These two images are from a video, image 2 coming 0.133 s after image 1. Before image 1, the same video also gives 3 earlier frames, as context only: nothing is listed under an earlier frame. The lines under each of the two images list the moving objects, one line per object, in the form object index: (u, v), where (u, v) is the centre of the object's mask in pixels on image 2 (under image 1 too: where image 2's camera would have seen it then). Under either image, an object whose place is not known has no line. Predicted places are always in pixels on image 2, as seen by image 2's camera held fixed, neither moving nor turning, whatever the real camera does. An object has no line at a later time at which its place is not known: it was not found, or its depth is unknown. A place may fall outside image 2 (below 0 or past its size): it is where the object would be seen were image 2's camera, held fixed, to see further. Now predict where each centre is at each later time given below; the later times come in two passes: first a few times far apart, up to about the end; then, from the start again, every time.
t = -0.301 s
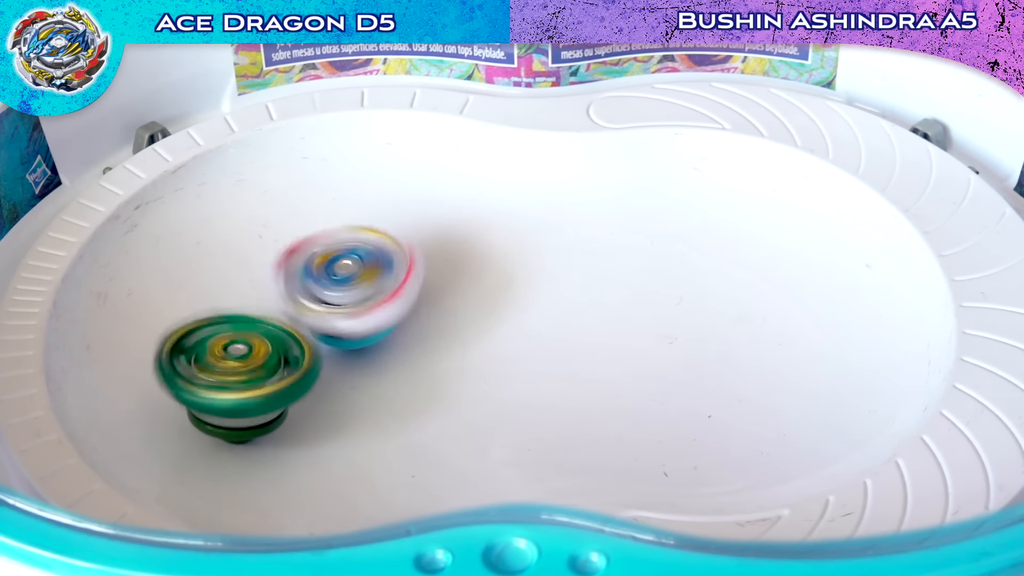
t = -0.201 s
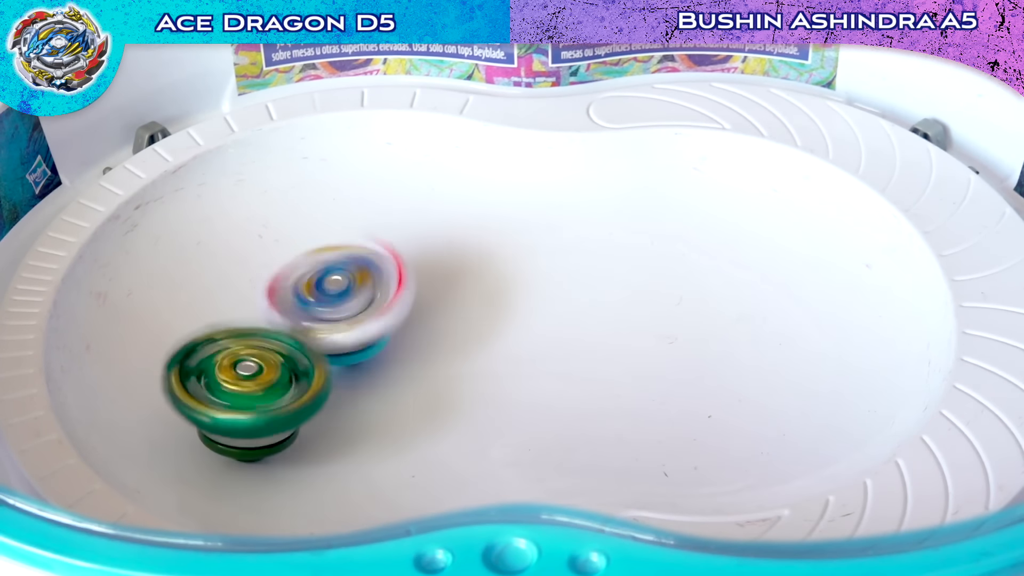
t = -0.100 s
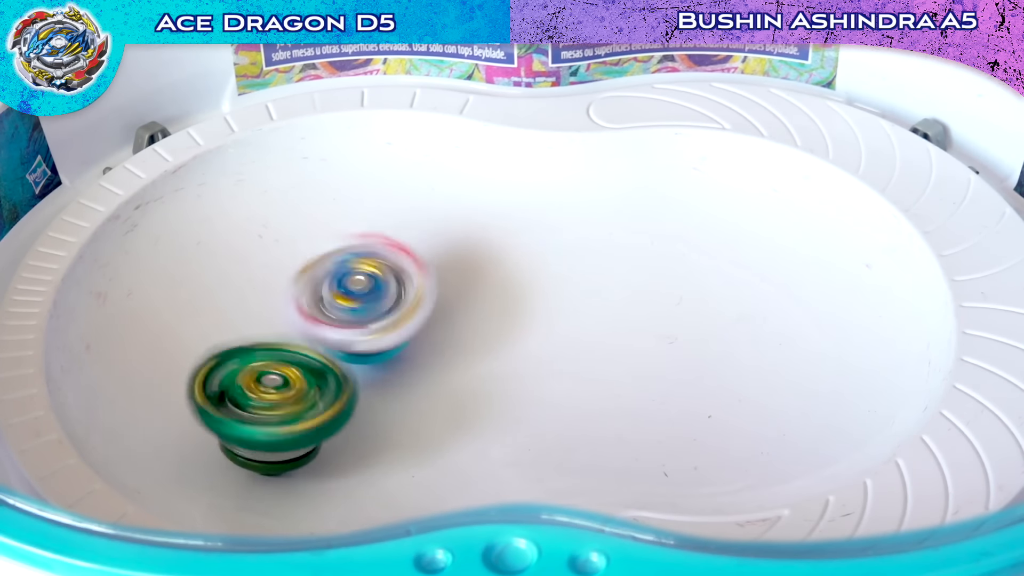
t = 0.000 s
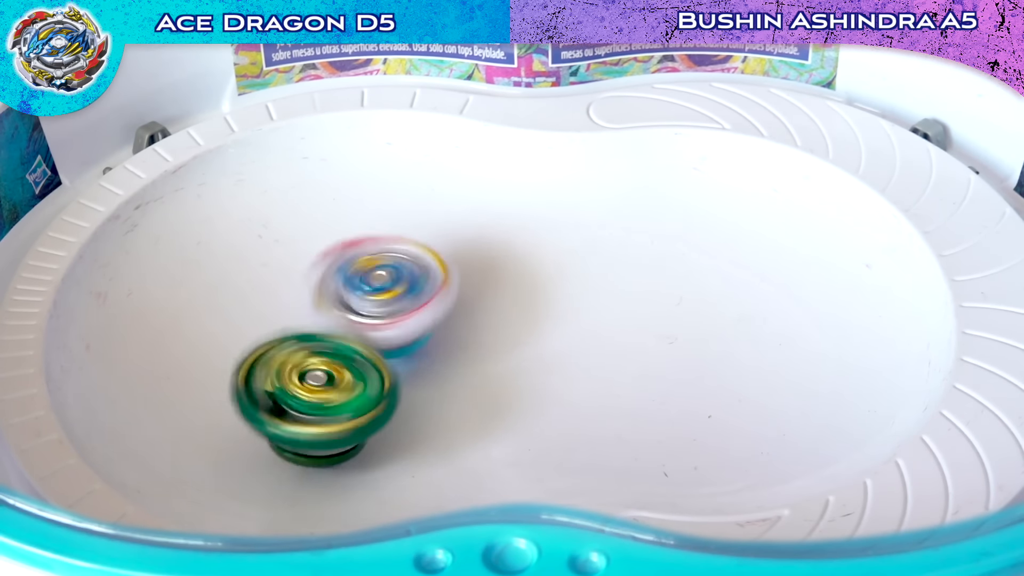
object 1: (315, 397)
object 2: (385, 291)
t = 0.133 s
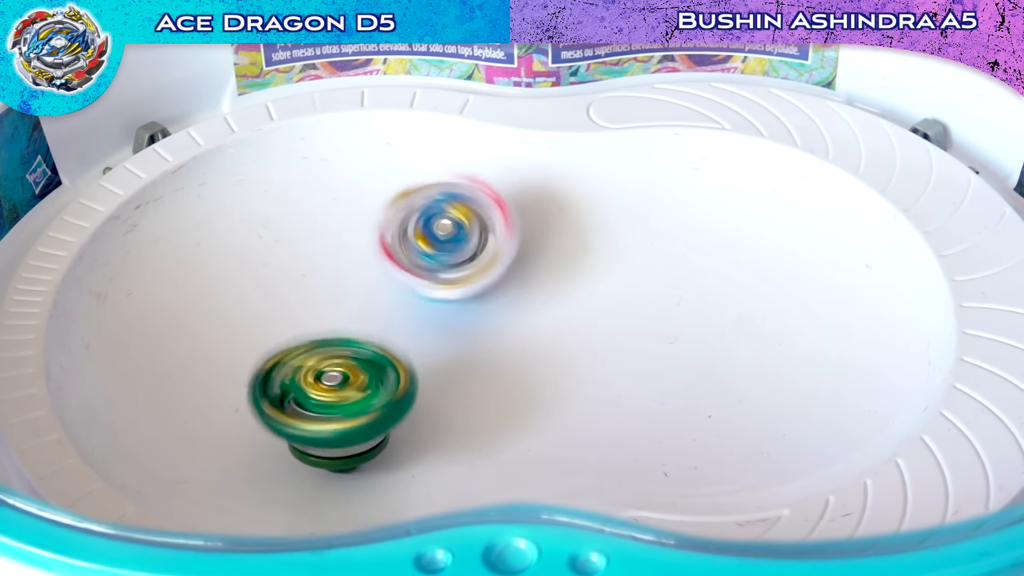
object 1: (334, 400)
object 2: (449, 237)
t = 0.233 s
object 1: (354, 382)
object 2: (464, 211)
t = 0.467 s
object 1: (309, 335)
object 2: (488, 233)
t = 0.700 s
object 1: (238, 341)
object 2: (573, 347)
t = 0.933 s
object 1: (311, 322)
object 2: (733, 414)
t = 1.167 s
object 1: (419, 266)
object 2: (783, 326)
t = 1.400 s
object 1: (463, 277)
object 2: (651, 210)
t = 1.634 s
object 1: (525, 343)
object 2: (480, 210)
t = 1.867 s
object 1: (611, 378)
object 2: (305, 316)
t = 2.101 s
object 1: (673, 351)
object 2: (220, 405)
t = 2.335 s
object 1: (677, 280)
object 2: (355, 390)
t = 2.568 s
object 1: (653, 236)
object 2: (479, 266)
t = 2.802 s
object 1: (656, 263)
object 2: (447, 207)
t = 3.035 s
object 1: (694, 330)
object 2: (342, 263)
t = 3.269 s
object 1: (716, 369)
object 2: (243, 365)
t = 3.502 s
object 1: (706, 342)
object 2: (310, 410)
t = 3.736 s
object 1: (660, 274)
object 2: (445, 332)
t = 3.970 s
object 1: (641, 227)
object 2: (463, 239)
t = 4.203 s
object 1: (720, 273)
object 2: (381, 238)
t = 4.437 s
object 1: (755, 343)
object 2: (270, 315)
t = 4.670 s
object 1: (693, 374)
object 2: (275, 384)
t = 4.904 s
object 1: (596, 317)
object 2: (397, 366)
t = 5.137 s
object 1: (551, 205)
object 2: (421, 315)
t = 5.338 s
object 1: (532, 191)
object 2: (396, 266)
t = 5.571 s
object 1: (613, 308)
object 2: (285, 253)
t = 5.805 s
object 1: (688, 426)
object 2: (279, 298)
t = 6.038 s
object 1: (730, 404)
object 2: (369, 359)
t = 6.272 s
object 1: (726, 268)
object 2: (470, 367)
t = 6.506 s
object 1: (719, 162)
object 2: (538, 316)
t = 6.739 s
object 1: (694, 247)
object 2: (528, 287)
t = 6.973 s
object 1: (645, 368)
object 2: (416, 284)
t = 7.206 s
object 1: (541, 373)
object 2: (301, 265)
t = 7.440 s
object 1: (476, 248)
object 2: (282, 279)
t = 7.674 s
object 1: (418, 158)
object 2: (358, 332)
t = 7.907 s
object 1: (322, 237)
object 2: (432, 368)
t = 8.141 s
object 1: (200, 336)
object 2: (473, 341)
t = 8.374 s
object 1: (218, 386)
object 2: (502, 279)
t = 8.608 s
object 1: (393, 385)
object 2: (493, 271)
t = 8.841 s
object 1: (448, 412)
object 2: (547, 283)
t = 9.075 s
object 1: (377, 353)
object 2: (544, 341)
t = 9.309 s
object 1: (363, 226)
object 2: (458, 351)
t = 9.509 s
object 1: (362, 214)
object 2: (323, 322)
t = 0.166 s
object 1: (342, 397)
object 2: (454, 225)
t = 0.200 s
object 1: (351, 391)
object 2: (461, 217)
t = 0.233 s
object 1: (354, 382)
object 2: (464, 211)
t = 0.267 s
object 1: (358, 372)
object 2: (468, 209)
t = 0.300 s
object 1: (362, 363)
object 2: (468, 208)
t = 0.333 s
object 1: (366, 353)
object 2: (468, 211)
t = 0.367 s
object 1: (365, 339)
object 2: (465, 218)
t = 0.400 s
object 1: (363, 327)
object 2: (460, 229)
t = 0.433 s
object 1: (334, 333)
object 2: (477, 227)
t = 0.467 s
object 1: (309, 335)
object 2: (488, 233)
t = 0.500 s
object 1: (285, 337)
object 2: (496, 247)
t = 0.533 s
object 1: (270, 337)
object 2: (502, 261)
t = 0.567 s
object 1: (260, 339)
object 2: (515, 278)
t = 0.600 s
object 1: (248, 339)
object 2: (527, 295)
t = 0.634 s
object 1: (240, 339)
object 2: (542, 311)
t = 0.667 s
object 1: (239, 340)
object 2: (558, 329)
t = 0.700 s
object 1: (238, 341)
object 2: (573, 347)
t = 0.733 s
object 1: (239, 340)
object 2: (594, 361)
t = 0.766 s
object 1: (247, 341)
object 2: (613, 376)
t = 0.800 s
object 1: (257, 340)
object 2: (635, 388)
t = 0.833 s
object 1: (267, 336)
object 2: (658, 400)
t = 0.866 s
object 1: (280, 334)
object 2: (682, 408)
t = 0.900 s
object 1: (297, 330)
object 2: (709, 413)
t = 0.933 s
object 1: (311, 322)
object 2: (733, 414)
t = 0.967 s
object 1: (327, 316)
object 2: (757, 408)
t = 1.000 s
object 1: (348, 311)
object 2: (773, 401)
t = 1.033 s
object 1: (364, 301)
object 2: (785, 391)
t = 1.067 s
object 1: (379, 292)
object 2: (792, 376)
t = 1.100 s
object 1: (397, 283)
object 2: (795, 359)
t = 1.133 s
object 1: (411, 273)
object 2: (791, 343)
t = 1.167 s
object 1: (419, 266)
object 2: (783, 326)
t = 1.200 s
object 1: (431, 262)
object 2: (772, 308)
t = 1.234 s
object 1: (439, 258)
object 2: (755, 290)
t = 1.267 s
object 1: (441, 257)
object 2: (736, 271)
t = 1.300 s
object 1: (448, 260)
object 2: (715, 254)
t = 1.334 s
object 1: (455, 262)
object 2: (695, 238)
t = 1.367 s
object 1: (456, 268)
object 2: (671, 224)
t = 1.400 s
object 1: (463, 277)
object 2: (651, 210)
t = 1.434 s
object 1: (471, 284)
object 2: (627, 200)
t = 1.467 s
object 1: (476, 293)
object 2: (602, 193)
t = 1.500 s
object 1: (485, 304)
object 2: (579, 191)
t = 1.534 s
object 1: (498, 313)
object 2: (551, 190)
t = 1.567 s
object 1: (505, 323)
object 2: (528, 194)
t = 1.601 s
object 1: (513, 334)
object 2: (503, 201)
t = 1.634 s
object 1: (525, 343)
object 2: (480, 210)
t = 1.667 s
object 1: (534, 352)
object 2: (456, 221)
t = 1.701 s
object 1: (545, 359)
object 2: (432, 234)
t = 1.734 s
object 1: (560, 366)
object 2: (404, 250)
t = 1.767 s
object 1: (571, 371)
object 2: (378, 265)
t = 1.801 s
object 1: (583, 375)
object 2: (354, 282)
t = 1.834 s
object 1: (600, 377)
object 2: (328, 298)
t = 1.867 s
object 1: (611, 378)
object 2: (305, 316)
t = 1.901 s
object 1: (624, 378)
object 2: (282, 333)
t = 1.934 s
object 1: (637, 377)
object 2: (263, 347)
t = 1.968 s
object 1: (643, 374)
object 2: (246, 361)
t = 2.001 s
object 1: (653, 371)
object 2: (234, 373)
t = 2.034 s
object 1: (662, 365)
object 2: (223, 385)
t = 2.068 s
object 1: (666, 357)
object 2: (219, 395)
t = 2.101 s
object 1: (673, 351)
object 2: (220, 405)
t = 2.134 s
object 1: (677, 341)
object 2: (230, 413)
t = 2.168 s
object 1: (677, 331)
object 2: (245, 419)
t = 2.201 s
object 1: (681, 323)
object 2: (264, 420)
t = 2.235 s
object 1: (680, 311)
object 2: (287, 417)
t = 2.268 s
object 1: (679, 301)
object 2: (309, 410)
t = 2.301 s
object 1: (681, 292)
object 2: (334, 401)
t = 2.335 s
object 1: (677, 280)
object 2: (355, 390)
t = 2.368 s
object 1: (675, 271)
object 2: (378, 373)
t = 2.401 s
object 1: (674, 263)
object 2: (400, 357)
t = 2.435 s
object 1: (668, 253)
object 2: (422, 339)
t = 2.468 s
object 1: (666, 248)
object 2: (440, 321)
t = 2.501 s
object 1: (662, 242)
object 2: (454, 301)
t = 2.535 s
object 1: (655, 237)
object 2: (470, 284)
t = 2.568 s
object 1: (653, 236)
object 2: (479, 266)
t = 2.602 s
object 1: (647, 234)
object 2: (484, 248)
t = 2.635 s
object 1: (643, 236)
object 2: (483, 235)
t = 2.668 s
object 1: (647, 239)
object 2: (477, 227)
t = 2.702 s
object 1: (647, 242)
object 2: (471, 218)
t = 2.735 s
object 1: (650, 249)
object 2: (465, 211)
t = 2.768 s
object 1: (655, 255)
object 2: (455, 208)
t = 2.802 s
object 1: (656, 263)
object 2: (447, 207)
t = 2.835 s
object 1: (664, 273)
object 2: (434, 209)
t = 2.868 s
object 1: (667, 281)
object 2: (422, 212)
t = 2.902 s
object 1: (671, 292)
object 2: (409, 220)
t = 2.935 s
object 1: (679, 302)
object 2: (395, 228)
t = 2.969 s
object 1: (682, 311)
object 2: (381, 236)
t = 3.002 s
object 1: (689, 322)
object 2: (359, 249)
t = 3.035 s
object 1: (694, 330)
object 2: (342, 263)
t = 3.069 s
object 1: (696, 339)
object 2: (321, 278)
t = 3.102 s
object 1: (703, 347)
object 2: (302, 294)
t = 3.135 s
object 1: (705, 353)
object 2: (286, 309)
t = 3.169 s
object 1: (708, 359)
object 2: (272, 324)
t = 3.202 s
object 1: (713, 365)
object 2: (262, 338)
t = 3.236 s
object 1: (712, 367)
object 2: (251, 351)
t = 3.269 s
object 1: (716, 369)
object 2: (243, 365)
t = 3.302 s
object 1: (717, 368)
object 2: (240, 377)
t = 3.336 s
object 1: (720, 367)
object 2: (242, 388)
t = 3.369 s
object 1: (721, 365)
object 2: (250, 398)
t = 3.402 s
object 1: (717, 360)
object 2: (262, 404)
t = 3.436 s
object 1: (715, 357)
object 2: (276, 407)
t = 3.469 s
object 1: (711, 349)
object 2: (292, 410)
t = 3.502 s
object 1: (706, 342)
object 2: (310, 410)
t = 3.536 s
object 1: (703, 335)
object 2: (334, 406)
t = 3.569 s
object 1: (695, 324)
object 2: (354, 398)
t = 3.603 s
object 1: (691, 317)
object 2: (376, 385)
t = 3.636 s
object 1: (682, 305)
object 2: (393, 372)
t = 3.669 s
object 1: (676, 295)
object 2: (411, 358)
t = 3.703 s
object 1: (669, 285)
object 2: (430, 346)
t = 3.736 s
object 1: (660, 274)
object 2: (445, 332)
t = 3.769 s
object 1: (655, 265)
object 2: (458, 316)
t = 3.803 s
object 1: (643, 253)
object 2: (469, 300)
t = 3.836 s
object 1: (635, 245)
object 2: (477, 285)
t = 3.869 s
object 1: (630, 237)
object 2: (481, 273)
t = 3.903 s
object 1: (629, 232)
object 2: (479, 261)
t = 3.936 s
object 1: (638, 229)
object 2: (471, 249)
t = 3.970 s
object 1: (641, 227)
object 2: (463, 239)
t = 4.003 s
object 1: (656, 227)
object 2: (449, 232)
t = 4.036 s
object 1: (662, 231)
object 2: (439, 229)
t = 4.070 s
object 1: (676, 238)
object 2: (431, 226)
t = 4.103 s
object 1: (685, 244)
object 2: (420, 226)
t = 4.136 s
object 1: (698, 253)
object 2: (404, 229)
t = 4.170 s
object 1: (709, 261)
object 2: (392, 233)
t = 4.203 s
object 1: (720, 273)
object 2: (381, 238)
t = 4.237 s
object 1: (730, 281)
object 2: (361, 246)
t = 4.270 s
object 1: (737, 292)
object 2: (344, 256)
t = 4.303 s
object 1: (747, 302)
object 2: (327, 268)
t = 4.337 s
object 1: (749, 314)
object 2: (313, 278)
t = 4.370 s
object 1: (755, 324)
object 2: (299, 289)
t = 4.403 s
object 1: (752, 334)
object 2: (282, 302)
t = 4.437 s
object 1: (755, 343)
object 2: (270, 315)
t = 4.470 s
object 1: (748, 351)
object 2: (265, 327)
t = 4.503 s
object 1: (745, 358)
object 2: (255, 337)
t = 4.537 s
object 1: (736, 363)
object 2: (252, 349)
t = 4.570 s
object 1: (727, 368)
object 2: (253, 361)
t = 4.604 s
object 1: (716, 371)
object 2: (259, 369)
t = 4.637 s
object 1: (705, 372)
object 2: (266, 376)
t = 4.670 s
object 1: (693, 374)
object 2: (275, 384)
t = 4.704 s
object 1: (680, 370)
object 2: (289, 390)
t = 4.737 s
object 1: (668, 368)
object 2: (308, 390)
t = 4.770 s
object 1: (653, 361)
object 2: (323, 392)
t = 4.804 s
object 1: (641, 355)
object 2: (341, 390)
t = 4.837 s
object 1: (626, 343)
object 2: (361, 386)
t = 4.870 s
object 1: (613, 332)
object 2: (378, 376)
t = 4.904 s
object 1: (596, 317)
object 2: (397, 366)
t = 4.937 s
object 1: (584, 305)
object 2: (418, 361)
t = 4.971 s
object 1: (567, 288)
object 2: (434, 349)
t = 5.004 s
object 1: (568, 271)
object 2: (431, 343)
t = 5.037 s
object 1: (562, 248)
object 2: (431, 338)
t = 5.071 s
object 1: (561, 234)
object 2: (434, 330)
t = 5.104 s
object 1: (554, 216)
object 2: (429, 321)
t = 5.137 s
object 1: (551, 205)
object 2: (421, 315)
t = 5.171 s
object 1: (543, 193)
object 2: (425, 307)
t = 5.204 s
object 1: (542, 188)
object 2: (421, 297)
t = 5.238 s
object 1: (537, 183)
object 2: (411, 289)
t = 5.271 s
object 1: (539, 182)
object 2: (413, 282)
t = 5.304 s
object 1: (533, 185)
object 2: (408, 274)
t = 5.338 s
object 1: (532, 191)
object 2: (396, 266)
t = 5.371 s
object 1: (536, 200)
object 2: (384, 263)
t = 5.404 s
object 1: (548, 215)
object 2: (362, 260)
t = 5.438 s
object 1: (559, 233)
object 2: (340, 258)
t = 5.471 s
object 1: (569, 247)
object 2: (328, 256)
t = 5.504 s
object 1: (585, 266)
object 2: (309, 253)
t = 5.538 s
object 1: (598, 286)
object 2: (296, 254)
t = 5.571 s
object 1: (613, 308)
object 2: (285, 253)
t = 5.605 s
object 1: (625, 328)
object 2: (271, 255)
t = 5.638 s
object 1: (639, 350)
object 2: (266, 260)
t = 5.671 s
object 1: (647, 370)
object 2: (263, 264)
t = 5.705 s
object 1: (660, 388)
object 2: (264, 273)
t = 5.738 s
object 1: (667, 404)
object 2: (263, 279)
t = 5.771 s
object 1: (678, 417)
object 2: (266, 289)
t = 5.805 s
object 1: (688, 426)
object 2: (279, 298)
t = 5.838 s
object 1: (698, 431)
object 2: (287, 307)
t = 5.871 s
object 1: (708, 434)
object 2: (297, 319)
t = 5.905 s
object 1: (714, 433)
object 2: (313, 325)
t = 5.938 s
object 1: (724, 432)
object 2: (325, 336)
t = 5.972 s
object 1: (728, 424)
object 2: (341, 346)
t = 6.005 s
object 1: (730, 416)
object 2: (356, 352)
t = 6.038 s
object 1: (730, 404)
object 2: (369, 359)
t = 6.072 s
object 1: (728, 388)
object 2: (386, 361)
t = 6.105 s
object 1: (727, 373)
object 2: (399, 367)
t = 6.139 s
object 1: (724, 352)
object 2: (416, 370)
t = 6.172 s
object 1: (723, 332)
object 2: (427, 371)
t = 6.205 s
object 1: (722, 310)
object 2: (443, 373)
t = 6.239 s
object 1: (723, 287)
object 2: (458, 370)
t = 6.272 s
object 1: (726, 268)
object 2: (470, 367)
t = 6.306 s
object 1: (727, 244)
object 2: (483, 362)
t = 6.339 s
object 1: (730, 224)
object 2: (491, 357)
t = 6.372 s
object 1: (729, 204)
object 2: (506, 351)
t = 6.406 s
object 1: (730, 186)
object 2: (513, 341)
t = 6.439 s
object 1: (728, 174)
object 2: (523, 335)
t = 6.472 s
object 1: (722, 163)
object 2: (529, 325)
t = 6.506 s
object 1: (719, 162)
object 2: (538, 316)
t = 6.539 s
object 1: (705, 163)
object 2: (546, 305)
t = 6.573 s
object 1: (700, 169)
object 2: (549, 297)
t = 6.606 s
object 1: (691, 182)
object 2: (561, 290)
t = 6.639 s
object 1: (685, 196)
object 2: (566, 279)
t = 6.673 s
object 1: (687, 213)
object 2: (563, 277)
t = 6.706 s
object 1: (689, 230)
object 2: (545, 282)
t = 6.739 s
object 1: (694, 247)
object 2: (528, 287)
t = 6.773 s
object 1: (690, 268)
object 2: (520, 286)
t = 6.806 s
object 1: (688, 288)
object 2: (500, 285)
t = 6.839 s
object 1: (686, 306)
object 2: (482, 287)
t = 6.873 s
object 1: (678, 323)
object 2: (460, 289)
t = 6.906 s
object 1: (670, 342)
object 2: (448, 292)
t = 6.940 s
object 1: (657, 357)
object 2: (435, 289)
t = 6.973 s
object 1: (645, 368)
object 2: (416, 284)
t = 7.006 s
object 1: (632, 379)
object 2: (397, 282)
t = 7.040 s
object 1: (615, 384)
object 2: (375, 283)
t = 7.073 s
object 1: (600, 388)
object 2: (364, 281)
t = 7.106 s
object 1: (584, 389)
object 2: (347, 276)
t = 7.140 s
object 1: (568, 385)
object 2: (335, 273)
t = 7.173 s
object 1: (555, 381)
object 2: (315, 267)
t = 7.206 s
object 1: (541, 373)
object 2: (301, 265)
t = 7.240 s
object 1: (530, 360)
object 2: (294, 263)
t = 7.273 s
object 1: (520, 347)
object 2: (287, 263)
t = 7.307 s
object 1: (507, 328)
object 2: (280, 263)
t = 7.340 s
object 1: (497, 309)
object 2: (270, 263)
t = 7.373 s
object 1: (489, 290)
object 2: (275, 267)
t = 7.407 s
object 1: (482, 268)
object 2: (278, 270)
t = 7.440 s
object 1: (476, 248)
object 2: (282, 279)
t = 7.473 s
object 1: (467, 227)
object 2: (287, 284)
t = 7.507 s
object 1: (458, 207)
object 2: (296, 292)
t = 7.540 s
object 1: (455, 194)
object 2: (311, 297)
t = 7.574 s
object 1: (447, 180)
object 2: (320, 307)
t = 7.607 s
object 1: (439, 168)
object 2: (334, 316)
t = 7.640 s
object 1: (433, 161)
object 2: (343, 324)
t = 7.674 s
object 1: (418, 158)
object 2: (358, 332)
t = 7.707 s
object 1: (406, 159)
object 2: (370, 338)
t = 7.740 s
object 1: (394, 166)
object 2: (383, 346)
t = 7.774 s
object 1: (379, 175)
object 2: (393, 351)
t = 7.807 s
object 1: (367, 188)
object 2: (402, 359)
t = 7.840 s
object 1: (354, 202)
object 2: (413, 361)
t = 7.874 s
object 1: (337, 218)
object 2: (421, 367)
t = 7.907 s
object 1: (322, 237)
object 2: (432, 368)
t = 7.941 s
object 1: (304, 254)
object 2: (438, 368)
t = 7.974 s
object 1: (285, 270)
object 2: (447, 367)
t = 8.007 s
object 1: (268, 286)
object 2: (452, 366)
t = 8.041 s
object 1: (249, 301)
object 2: (460, 361)
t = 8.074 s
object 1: (231, 314)
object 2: (463, 355)
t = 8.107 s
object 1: (217, 326)
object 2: (471, 349)
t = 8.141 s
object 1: (200, 336)
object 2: (473, 341)
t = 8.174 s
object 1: (189, 345)
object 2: (479, 333)
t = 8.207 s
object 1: (185, 355)
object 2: (481, 322)
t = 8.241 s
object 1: (181, 361)
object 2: (487, 314)
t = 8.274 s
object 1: (185, 368)
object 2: (488, 304)
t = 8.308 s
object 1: (194, 376)
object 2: (496, 296)
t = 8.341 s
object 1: (203, 382)
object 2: (497, 286)
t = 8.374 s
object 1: (218, 386)
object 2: (502, 279)
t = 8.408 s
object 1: (240, 392)
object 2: (502, 271)
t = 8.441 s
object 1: (262, 394)
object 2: (501, 266)
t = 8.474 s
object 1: (287, 395)
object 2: (503, 261)
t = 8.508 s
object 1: (315, 397)
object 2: (503, 262)
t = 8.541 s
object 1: (339, 396)
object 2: (502, 264)
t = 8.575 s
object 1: (365, 390)
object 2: (492, 267)
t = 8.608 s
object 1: (393, 385)
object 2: (493, 271)
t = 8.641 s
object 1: (420, 378)
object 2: (492, 275)
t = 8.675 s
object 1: (443, 376)
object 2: (499, 273)
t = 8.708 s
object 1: (451, 390)
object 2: (507, 278)
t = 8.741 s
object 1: (458, 392)
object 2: (516, 280)
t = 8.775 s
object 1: (458, 406)
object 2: (530, 280)
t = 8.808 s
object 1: (455, 411)
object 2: (539, 279)
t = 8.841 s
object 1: (448, 412)
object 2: (547, 283)
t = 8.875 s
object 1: (437, 414)
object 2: (550, 289)
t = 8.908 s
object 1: (425, 414)
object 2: (554, 296)
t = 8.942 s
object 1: (411, 408)
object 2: (548, 308)
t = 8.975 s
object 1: (399, 397)
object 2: (548, 315)
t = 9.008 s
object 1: (388, 385)
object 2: (548, 326)
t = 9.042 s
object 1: (383, 375)
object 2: (547, 333)
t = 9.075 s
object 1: (377, 353)
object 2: (544, 341)
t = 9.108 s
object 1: (374, 334)
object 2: (536, 346)
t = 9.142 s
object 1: (372, 315)
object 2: (524, 350)
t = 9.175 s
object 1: (368, 297)
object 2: (516, 352)
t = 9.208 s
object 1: (366, 277)
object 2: (504, 352)
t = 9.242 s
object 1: (364, 258)
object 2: (489, 352)
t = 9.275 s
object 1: (363, 240)
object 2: (473, 353)
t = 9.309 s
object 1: (363, 226)
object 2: (458, 351)
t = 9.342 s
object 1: (363, 214)
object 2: (438, 348)
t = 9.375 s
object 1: (366, 204)
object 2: (417, 345)
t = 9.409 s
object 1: (369, 201)
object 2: (394, 340)
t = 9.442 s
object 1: (367, 203)
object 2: (370, 335)
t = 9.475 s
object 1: (365, 208)
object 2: (346, 328)
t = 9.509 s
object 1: (362, 214)
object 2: (323, 322)
